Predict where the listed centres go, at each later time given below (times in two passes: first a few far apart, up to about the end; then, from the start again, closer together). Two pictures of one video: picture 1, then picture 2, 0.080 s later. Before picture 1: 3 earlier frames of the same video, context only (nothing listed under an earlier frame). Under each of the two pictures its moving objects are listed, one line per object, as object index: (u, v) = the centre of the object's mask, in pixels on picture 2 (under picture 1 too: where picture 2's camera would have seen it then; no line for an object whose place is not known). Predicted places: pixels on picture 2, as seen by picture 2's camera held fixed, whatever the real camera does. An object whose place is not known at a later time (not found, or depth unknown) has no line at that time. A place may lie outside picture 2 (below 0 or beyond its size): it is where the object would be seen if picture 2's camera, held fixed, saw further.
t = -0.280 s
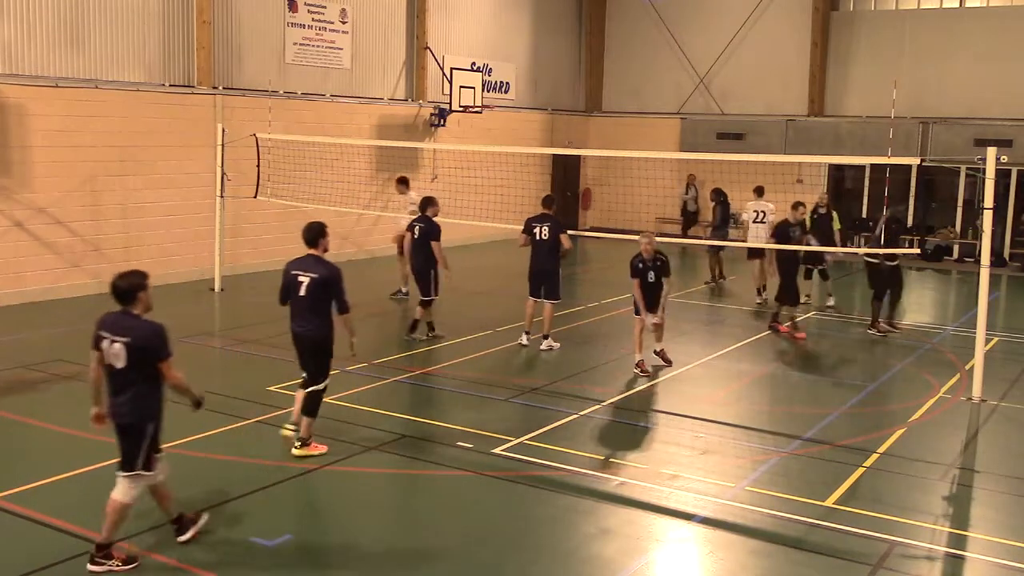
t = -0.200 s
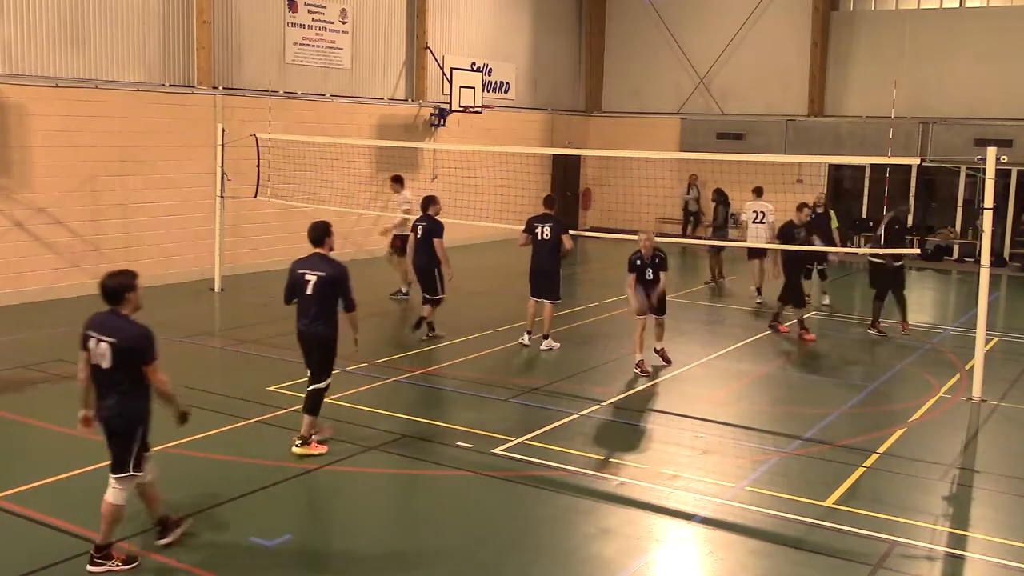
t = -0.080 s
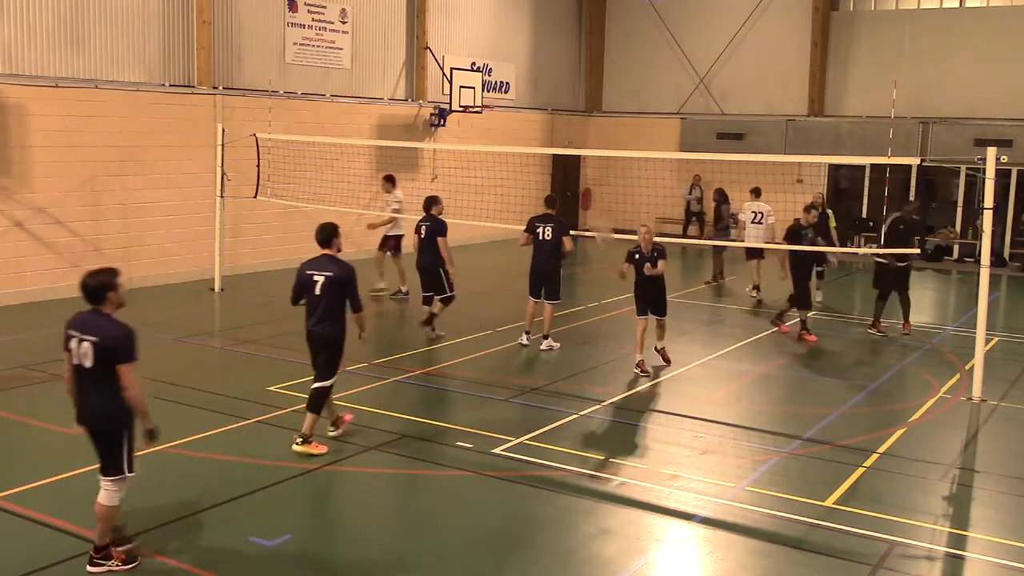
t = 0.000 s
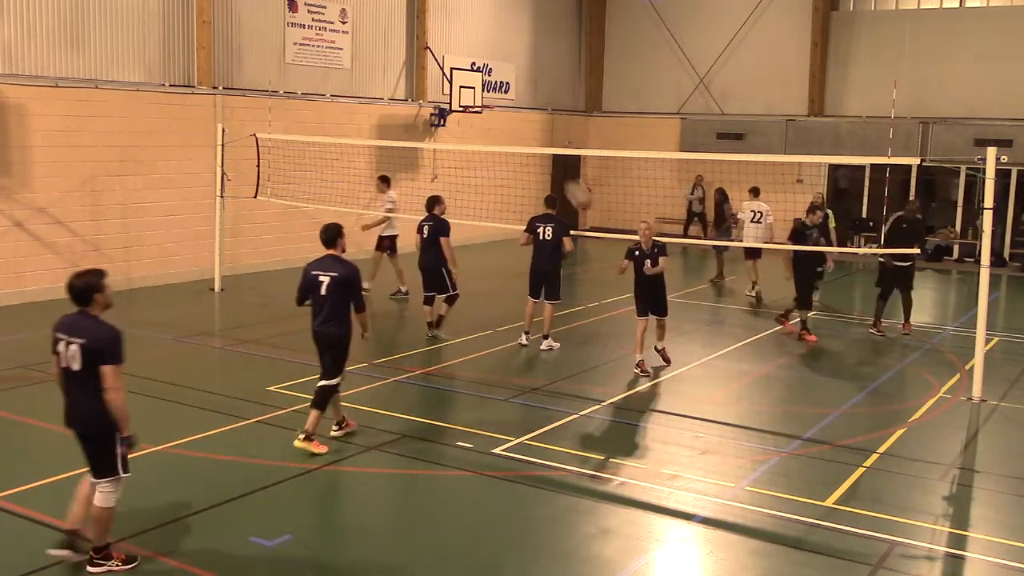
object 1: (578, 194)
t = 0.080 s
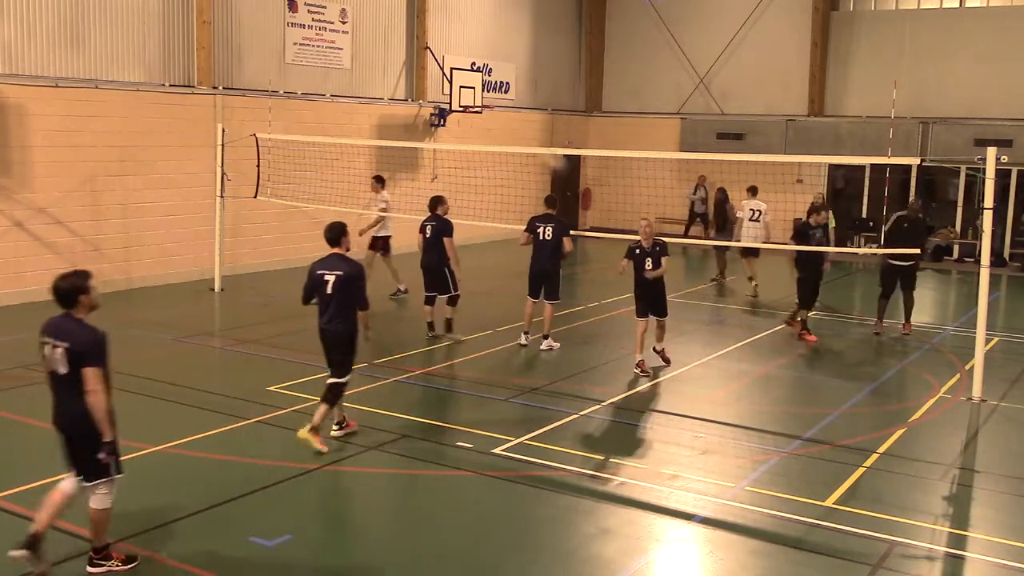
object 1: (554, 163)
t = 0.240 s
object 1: (496, 113)
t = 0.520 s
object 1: (367, 83)
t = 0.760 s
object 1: (224, 152)
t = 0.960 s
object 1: (83, 300)
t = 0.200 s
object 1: (512, 123)
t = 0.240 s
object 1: (496, 113)
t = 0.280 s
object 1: (479, 101)
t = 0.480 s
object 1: (386, 79)
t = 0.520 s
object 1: (367, 83)
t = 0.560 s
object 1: (344, 86)
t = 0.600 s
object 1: (322, 96)
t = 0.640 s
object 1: (299, 105)
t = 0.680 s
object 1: (276, 116)
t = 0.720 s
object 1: (248, 133)
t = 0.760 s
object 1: (224, 152)
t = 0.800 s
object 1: (196, 176)
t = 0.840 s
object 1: (173, 201)
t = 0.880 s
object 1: (145, 231)
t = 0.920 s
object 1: (115, 264)
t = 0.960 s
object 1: (83, 300)
